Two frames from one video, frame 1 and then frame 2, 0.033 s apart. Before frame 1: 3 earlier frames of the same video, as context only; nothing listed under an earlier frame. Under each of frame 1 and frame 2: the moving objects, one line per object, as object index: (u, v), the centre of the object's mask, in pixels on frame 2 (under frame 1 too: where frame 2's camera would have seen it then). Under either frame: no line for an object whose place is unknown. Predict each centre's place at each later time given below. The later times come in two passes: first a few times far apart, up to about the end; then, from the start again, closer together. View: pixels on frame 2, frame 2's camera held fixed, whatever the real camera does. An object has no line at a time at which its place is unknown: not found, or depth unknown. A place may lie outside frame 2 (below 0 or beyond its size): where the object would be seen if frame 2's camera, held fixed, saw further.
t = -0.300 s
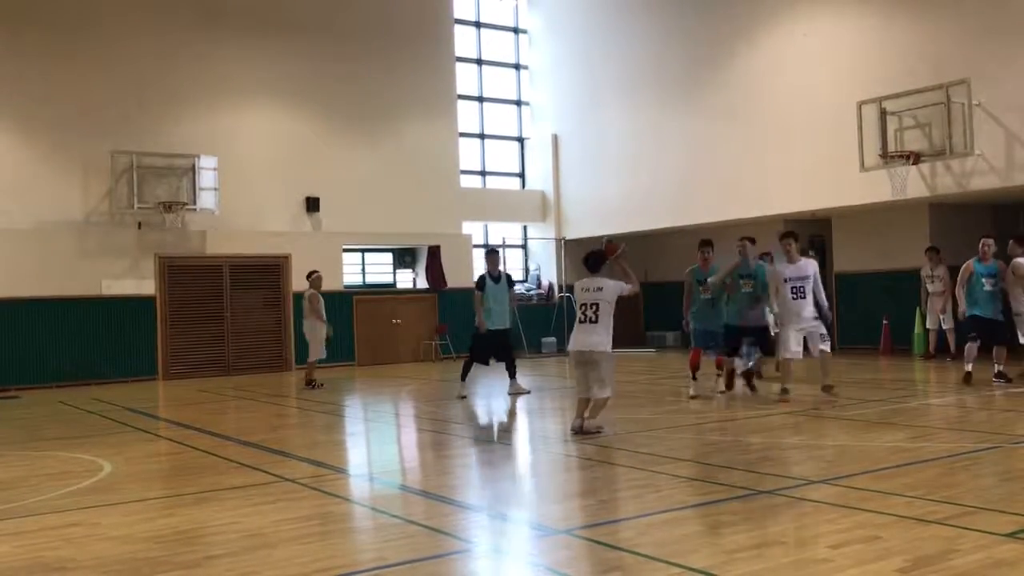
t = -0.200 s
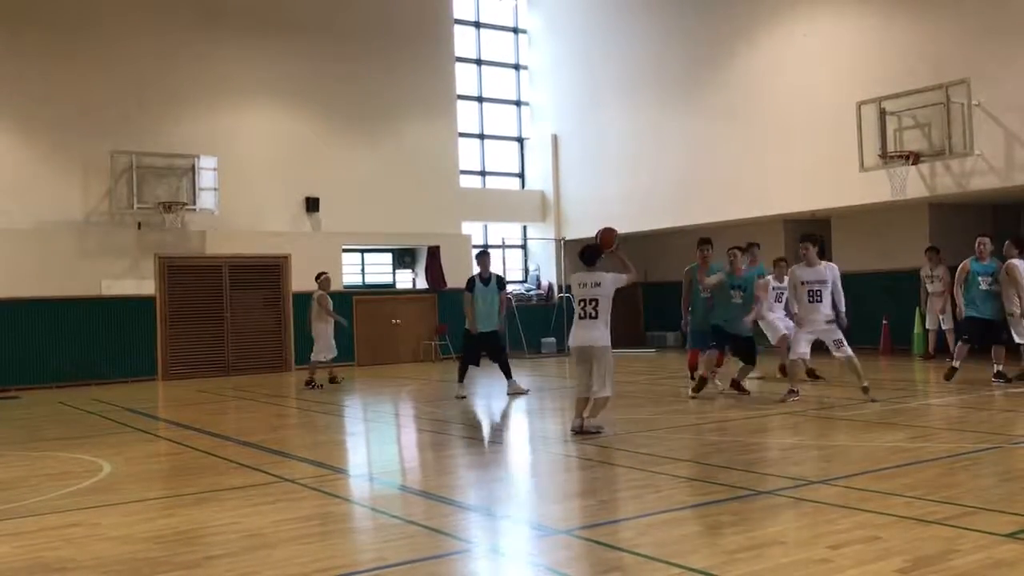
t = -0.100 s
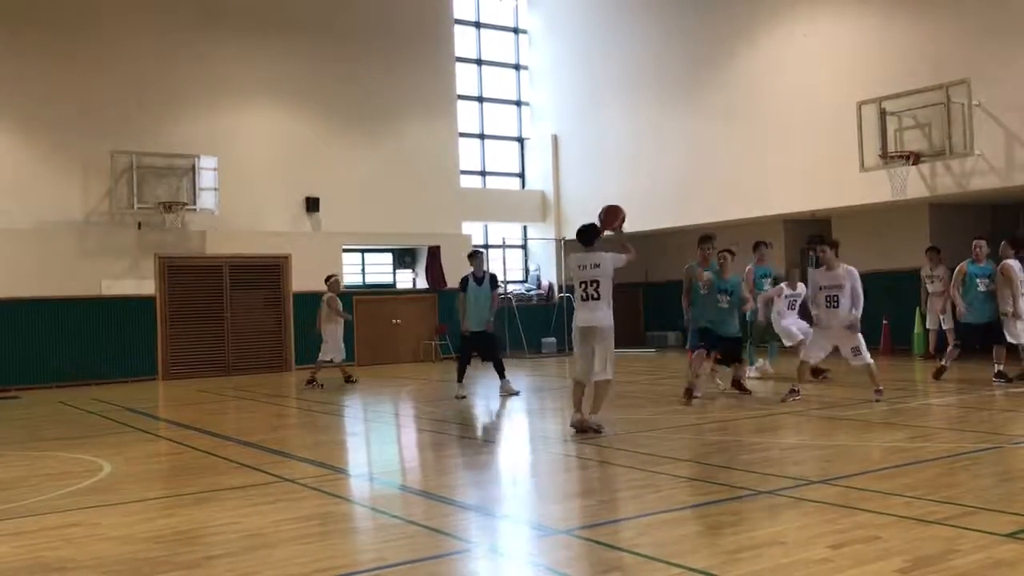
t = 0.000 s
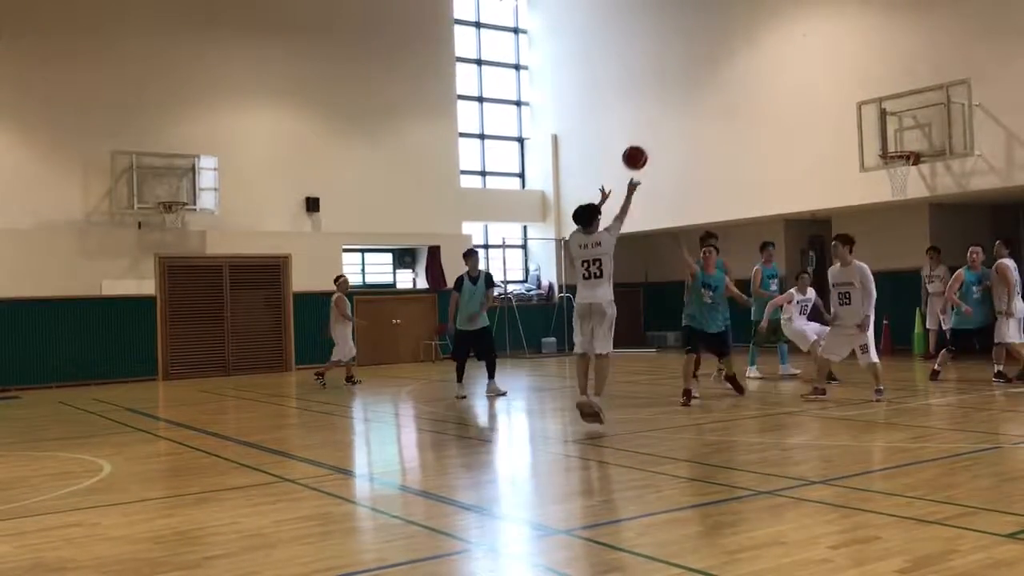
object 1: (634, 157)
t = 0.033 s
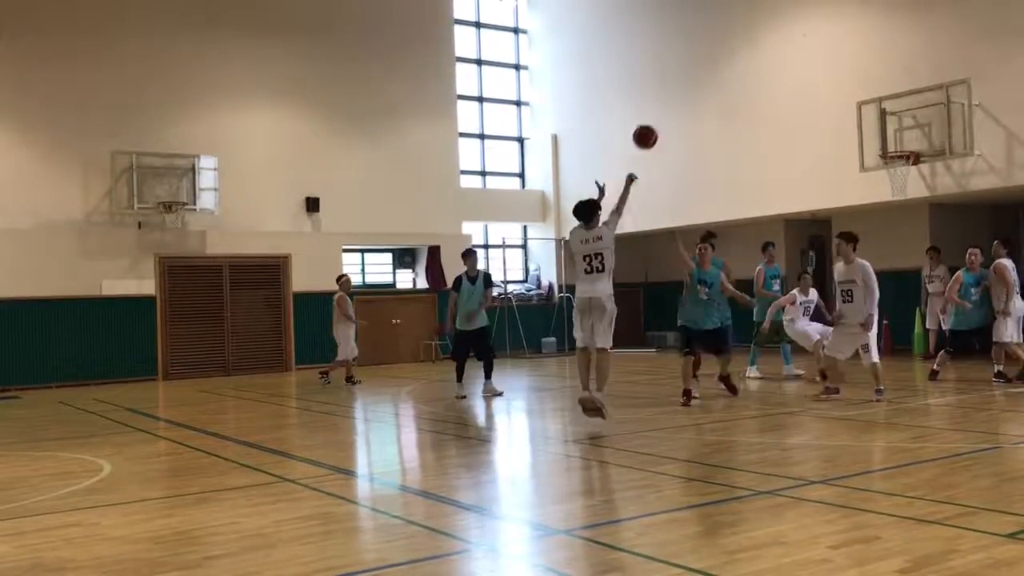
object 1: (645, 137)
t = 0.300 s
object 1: (720, 26)
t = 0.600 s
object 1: (790, 3)
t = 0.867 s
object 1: (844, 30)
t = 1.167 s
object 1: (897, 120)
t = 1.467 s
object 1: (885, 75)
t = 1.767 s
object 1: (858, 35)
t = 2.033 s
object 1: (836, 51)
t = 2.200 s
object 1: (824, 86)
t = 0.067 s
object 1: (655, 118)
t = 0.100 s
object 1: (665, 100)
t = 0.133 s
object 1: (675, 85)
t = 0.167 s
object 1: (684, 70)
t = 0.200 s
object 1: (694, 57)
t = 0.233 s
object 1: (703, 46)
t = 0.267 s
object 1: (712, 35)
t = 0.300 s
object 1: (720, 26)
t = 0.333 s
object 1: (729, 19)
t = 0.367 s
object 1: (737, 12)
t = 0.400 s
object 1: (745, 8)
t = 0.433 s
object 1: (753, 6)
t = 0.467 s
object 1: (760, 5)
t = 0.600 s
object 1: (790, 3)
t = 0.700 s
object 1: (812, 6)
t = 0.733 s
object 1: (818, 8)
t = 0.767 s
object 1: (825, 12)
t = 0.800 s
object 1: (831, 18)
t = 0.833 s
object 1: (838, 24)
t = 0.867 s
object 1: (844, 30)
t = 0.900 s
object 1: (851, 38)
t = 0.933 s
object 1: (857, 46)
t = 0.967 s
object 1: (863, 55)
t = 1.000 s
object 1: (869, 65)
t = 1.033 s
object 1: (875, 74)
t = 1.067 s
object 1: (880, 85)
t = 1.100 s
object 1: (886, 96)
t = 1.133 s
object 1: (891, 108)
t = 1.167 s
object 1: (897, 120)
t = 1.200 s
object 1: (902, 134)
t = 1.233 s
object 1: (908, 147)
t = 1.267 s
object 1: (905, 136)
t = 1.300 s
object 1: (902, 124)
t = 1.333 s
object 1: (899, 113)
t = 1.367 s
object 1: (895, 103)
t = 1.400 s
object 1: (891, 92)
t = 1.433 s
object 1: (888, 83)
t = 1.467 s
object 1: (885, 75)
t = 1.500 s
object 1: (882, 67)
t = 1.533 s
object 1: (879, 60)
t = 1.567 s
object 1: (876, 55)
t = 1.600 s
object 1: (873, 49)
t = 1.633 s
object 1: (870, 45)
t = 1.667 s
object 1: (867, 42)
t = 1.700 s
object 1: (864, 39)
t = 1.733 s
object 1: (861, 36)
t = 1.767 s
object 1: (858, 35)
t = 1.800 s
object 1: (855, 34)
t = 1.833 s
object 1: (852, 35)
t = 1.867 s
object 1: (849, 36)
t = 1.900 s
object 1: (847, 37)
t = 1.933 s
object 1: (844, 40)
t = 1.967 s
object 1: (842, 43)
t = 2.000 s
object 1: (839, 47)
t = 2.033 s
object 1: (836, 51)
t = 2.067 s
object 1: (833, 56)
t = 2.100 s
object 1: (831, 63)
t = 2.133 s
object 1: (829, 70)
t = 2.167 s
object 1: (827, 77)
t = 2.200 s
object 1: (824, 86)
